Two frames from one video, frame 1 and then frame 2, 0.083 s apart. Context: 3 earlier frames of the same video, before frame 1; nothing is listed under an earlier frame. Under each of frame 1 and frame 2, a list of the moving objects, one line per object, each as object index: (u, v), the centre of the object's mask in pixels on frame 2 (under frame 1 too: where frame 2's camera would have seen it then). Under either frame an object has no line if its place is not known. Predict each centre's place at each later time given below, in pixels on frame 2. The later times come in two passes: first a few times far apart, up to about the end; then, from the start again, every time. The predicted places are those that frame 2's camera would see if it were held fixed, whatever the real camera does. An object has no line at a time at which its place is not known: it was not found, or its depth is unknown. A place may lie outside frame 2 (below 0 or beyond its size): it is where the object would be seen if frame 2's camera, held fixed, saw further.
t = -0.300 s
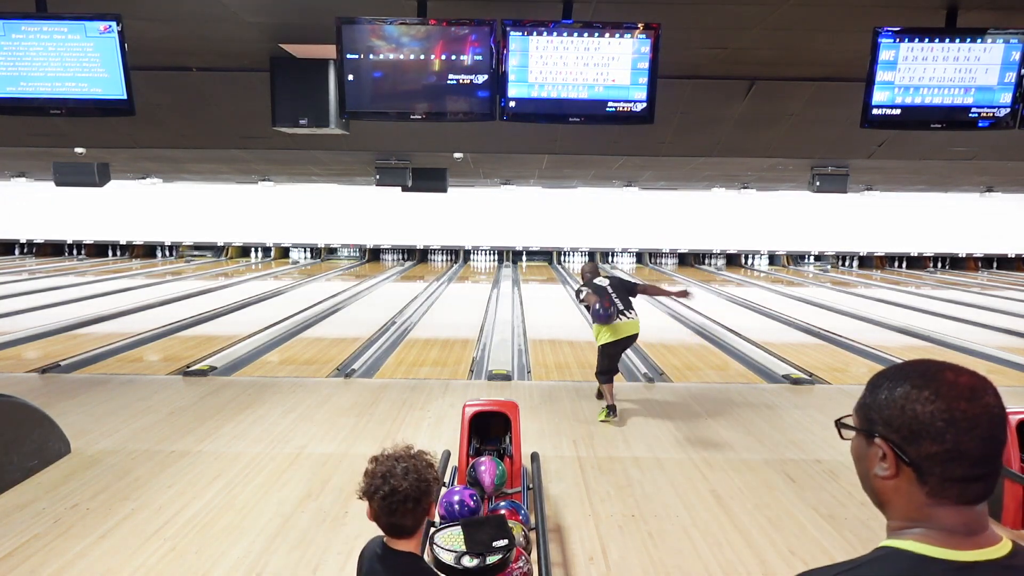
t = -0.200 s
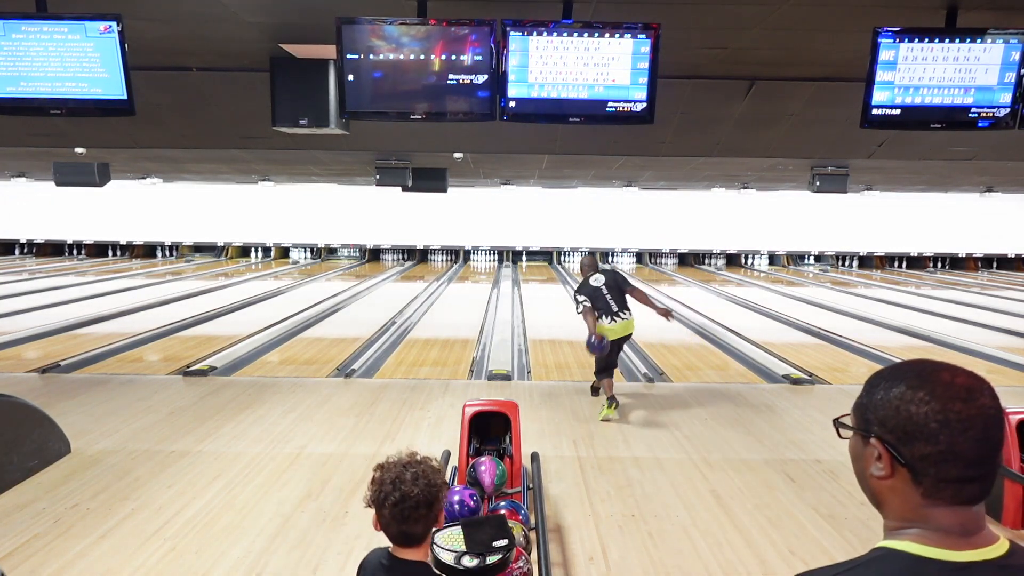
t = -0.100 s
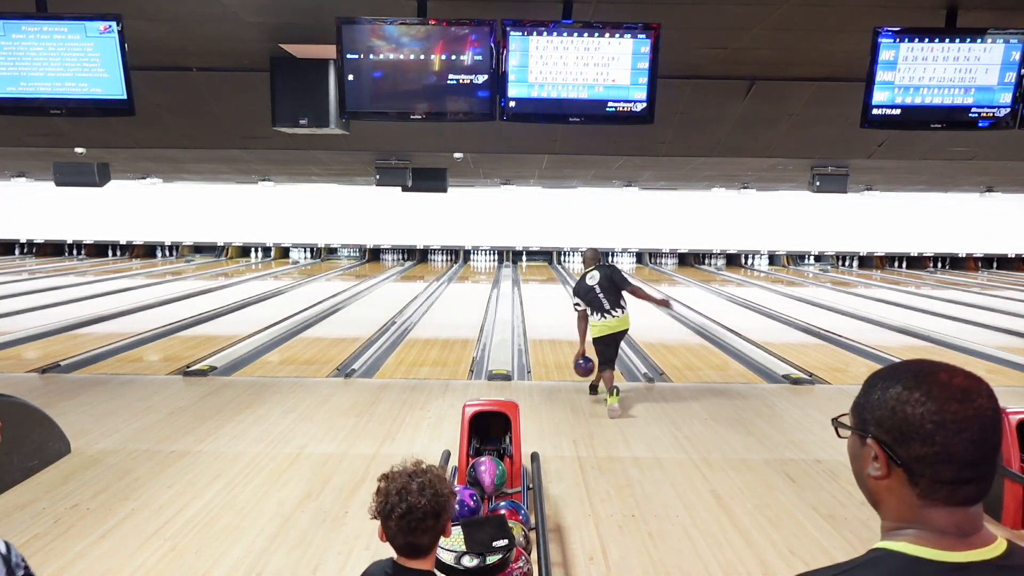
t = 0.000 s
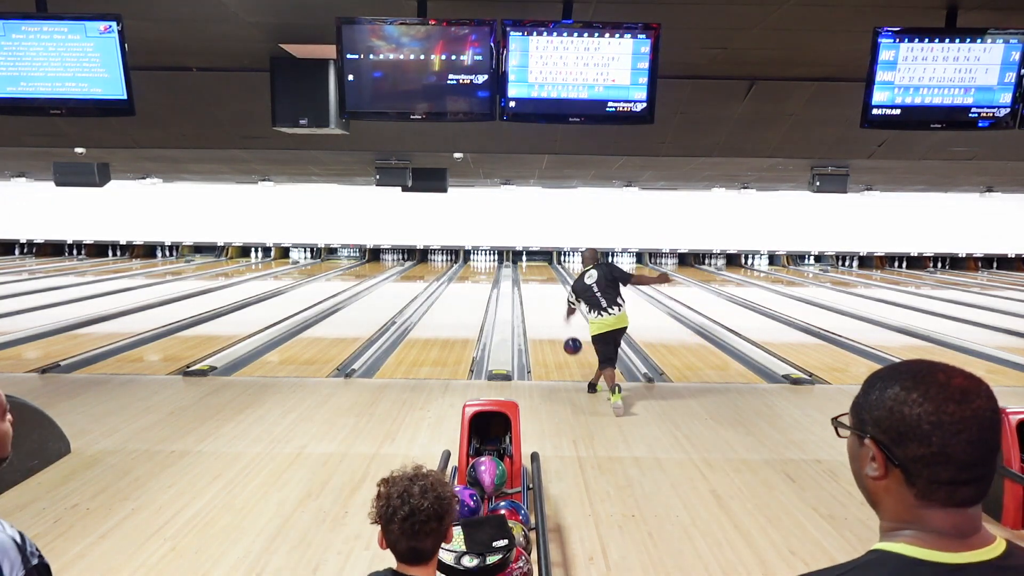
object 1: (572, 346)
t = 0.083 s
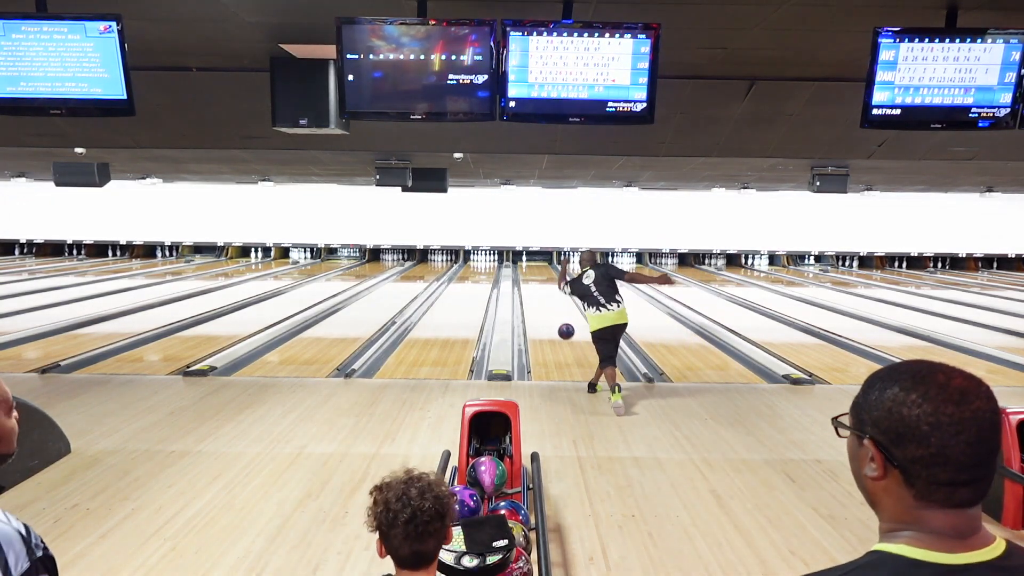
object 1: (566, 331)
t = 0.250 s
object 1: (555, 322)
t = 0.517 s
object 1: (544, 310)
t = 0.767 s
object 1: (538, 295)
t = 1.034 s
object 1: (532, 283)
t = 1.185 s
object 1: (530, 278)
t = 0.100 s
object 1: (565, 329)
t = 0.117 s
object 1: (564, 327)
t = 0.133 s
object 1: (563, 326)
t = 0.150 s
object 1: (561, 325)
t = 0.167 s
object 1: (560, 324)
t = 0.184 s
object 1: (559, 323)
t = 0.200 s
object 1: (558, 322)
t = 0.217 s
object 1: (557, 322)
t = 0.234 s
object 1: (556, 322)
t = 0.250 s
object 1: (555, 322)
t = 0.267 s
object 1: (555, 322)
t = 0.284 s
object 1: (554, 323)
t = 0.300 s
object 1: (553, 323)
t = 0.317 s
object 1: (552, 324)
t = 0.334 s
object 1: (551, 325)
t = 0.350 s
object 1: (551, 323)
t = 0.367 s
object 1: (550, 321)
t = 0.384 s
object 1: (549, 320)
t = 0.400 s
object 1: (549, 318)
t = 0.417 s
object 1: (548, 317)
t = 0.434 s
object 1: (547, 316)
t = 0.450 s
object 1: (547, 315)
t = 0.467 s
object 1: (546, 314)
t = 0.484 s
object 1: (545, 313)
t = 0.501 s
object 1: (545, 311)
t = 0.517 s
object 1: (544, 310)
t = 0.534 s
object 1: (544, 309)
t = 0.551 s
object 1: (543, 308)
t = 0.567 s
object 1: (543, 307)
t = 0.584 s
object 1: (542, 306)
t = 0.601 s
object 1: (542, 304)
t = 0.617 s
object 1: (541, 303)
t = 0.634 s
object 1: (541, 302)
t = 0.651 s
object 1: (541, 301)
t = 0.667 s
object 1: (540, 300)
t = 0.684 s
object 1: (540, 299)
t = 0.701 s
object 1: (539, 298)
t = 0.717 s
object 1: (539, 297)
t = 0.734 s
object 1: (538, 296)
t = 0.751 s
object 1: (538, 295)
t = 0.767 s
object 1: (538, 295)
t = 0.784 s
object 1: (537, 294)
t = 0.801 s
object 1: (537, 293)
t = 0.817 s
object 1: (536, 292)
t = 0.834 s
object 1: (536, 291)
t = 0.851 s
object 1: (536, 291)
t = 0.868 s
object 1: (536, 290)
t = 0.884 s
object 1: (535, 289)
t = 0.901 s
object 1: (535, 288)
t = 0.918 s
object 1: (534, 287)
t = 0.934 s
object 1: (534, 287)
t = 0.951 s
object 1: (534, 286)
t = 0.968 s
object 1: (534, 285)
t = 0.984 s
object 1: (533, 284)
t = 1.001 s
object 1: (533, 284)
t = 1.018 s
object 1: (533, 283)
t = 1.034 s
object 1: (532, 283)
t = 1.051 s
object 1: (532, 282)
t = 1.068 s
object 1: (532, 281)
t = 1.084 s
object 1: (532, 281)
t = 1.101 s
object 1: (531, 280)
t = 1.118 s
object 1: (531, 280)
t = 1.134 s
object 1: (531, 279)
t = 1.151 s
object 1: (531, 279)
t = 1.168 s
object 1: (530, 278)
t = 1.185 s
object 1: (530, 278)
